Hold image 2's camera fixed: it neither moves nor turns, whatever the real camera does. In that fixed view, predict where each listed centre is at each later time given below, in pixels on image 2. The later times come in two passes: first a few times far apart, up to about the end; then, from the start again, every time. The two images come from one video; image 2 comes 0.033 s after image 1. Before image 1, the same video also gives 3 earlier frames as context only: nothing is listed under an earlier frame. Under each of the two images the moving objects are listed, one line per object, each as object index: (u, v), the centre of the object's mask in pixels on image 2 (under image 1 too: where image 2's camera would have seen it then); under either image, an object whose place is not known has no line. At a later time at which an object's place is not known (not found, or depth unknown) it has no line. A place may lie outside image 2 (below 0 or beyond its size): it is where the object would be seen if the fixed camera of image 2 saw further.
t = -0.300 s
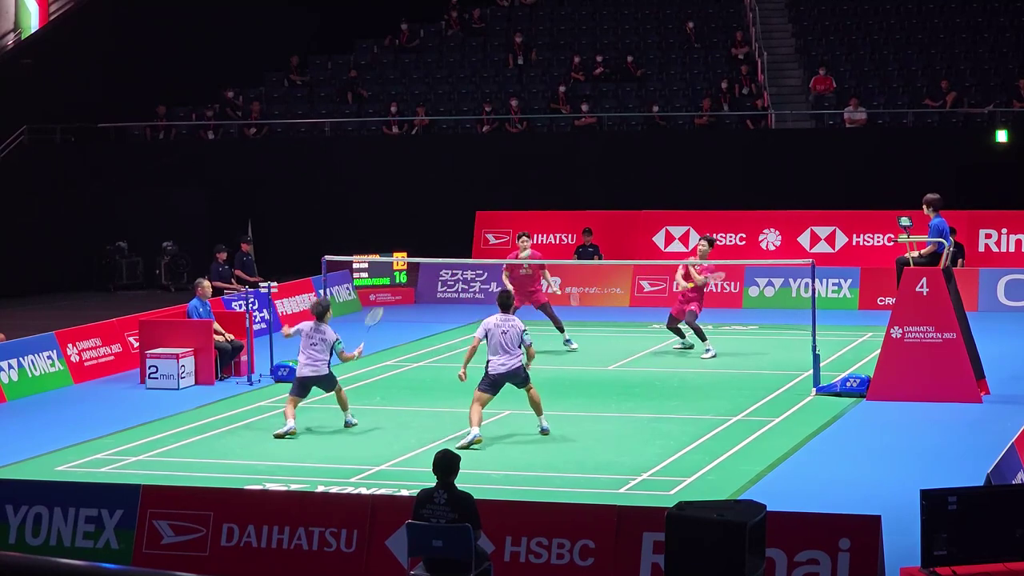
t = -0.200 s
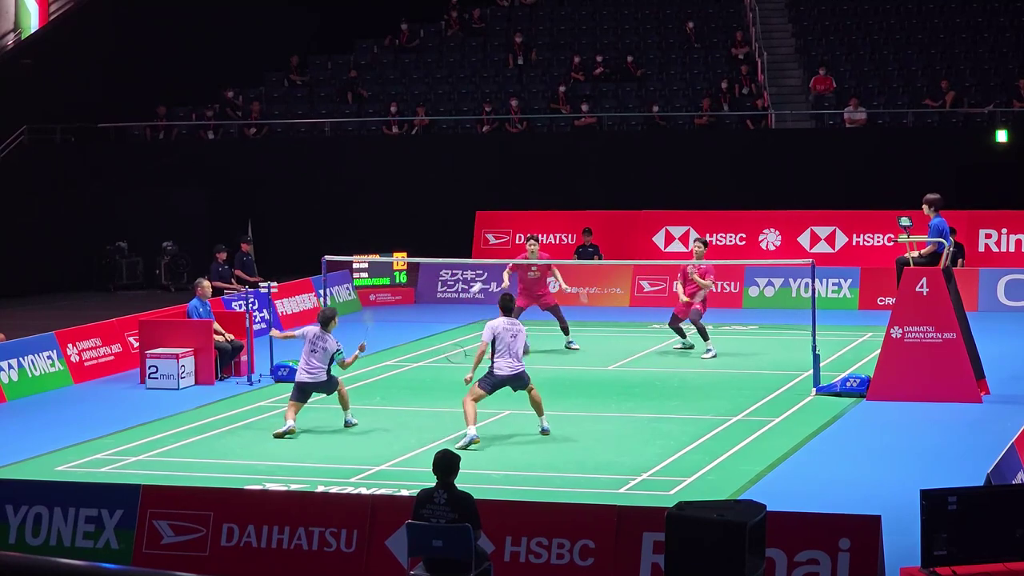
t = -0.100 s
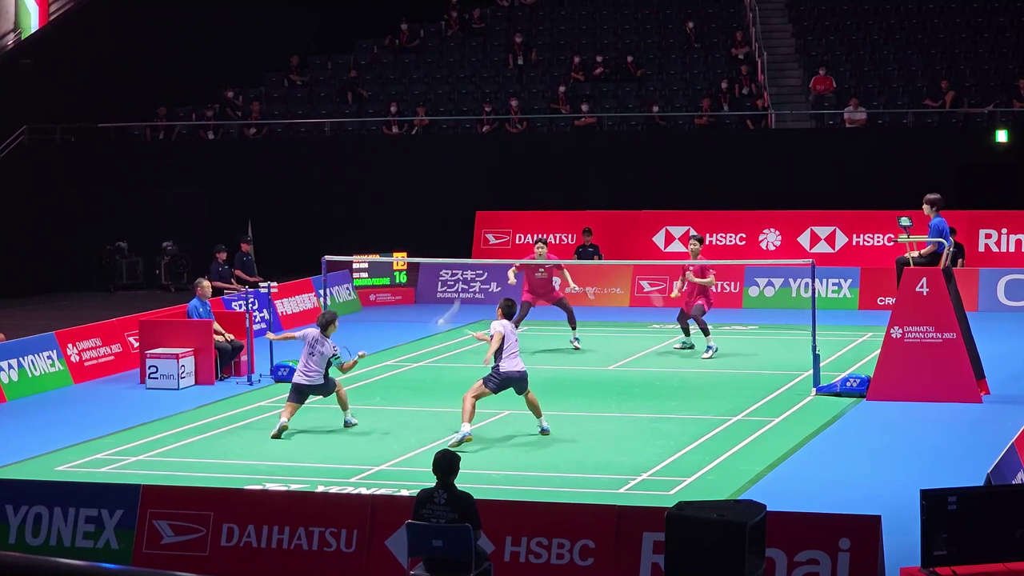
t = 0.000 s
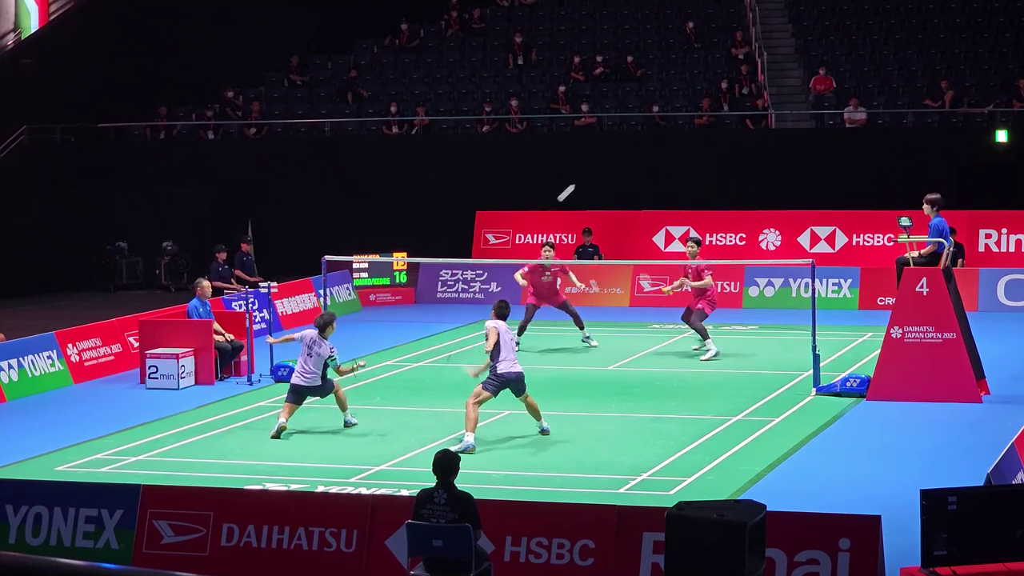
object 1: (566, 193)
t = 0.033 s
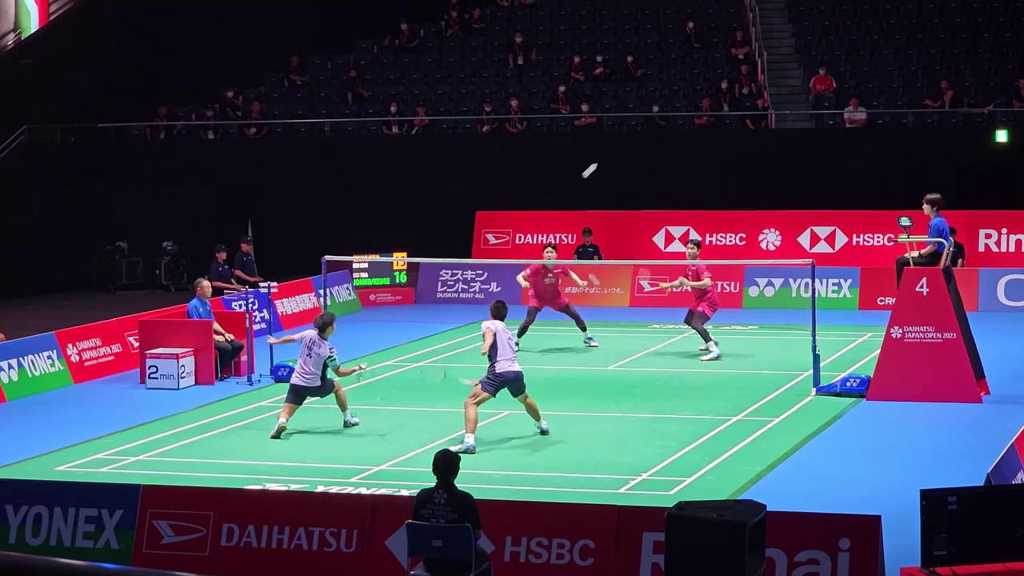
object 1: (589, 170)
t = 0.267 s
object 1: (685, 98)
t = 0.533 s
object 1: (738, 95)
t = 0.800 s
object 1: (778, 135)
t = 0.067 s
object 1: (609, 152)
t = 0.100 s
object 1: (626, 138)
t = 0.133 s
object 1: (640, 126)
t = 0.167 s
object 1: (653, 117)
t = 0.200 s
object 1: (665, 109)
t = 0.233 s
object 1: (676, 103)
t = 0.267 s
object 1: (685, 98)
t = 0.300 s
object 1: (689, 96)
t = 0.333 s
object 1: (698, 93)
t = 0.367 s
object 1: (706, 91)
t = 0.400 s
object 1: (713, 91)
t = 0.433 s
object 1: (720, 90)
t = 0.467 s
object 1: (726, 91)
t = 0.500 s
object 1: (733, 93)
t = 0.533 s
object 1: (738, 95)
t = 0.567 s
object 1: (744, 97)
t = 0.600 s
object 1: (749, 101)
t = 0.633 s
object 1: (755, 105)
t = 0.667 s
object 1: (760, 110)
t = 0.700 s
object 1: (764, 115)
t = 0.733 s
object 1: (769, 122)
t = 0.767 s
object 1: (774, 128)
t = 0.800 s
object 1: (778, 135)
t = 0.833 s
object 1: (782, 142)
